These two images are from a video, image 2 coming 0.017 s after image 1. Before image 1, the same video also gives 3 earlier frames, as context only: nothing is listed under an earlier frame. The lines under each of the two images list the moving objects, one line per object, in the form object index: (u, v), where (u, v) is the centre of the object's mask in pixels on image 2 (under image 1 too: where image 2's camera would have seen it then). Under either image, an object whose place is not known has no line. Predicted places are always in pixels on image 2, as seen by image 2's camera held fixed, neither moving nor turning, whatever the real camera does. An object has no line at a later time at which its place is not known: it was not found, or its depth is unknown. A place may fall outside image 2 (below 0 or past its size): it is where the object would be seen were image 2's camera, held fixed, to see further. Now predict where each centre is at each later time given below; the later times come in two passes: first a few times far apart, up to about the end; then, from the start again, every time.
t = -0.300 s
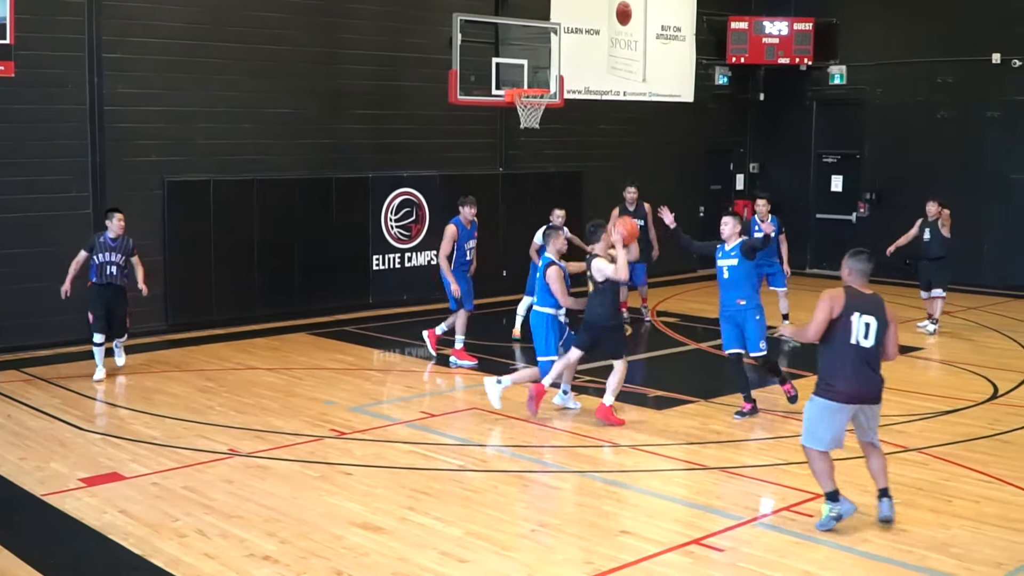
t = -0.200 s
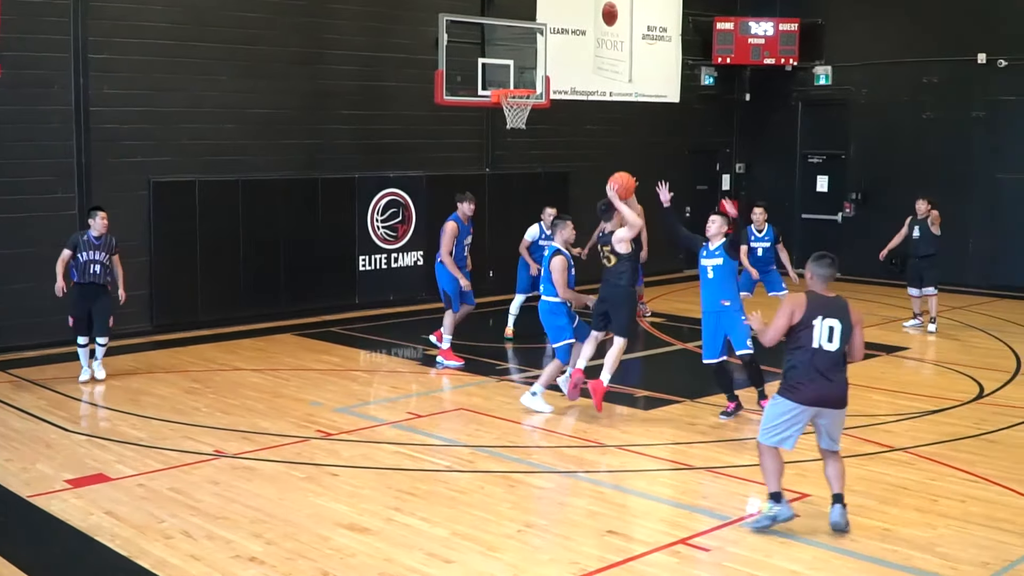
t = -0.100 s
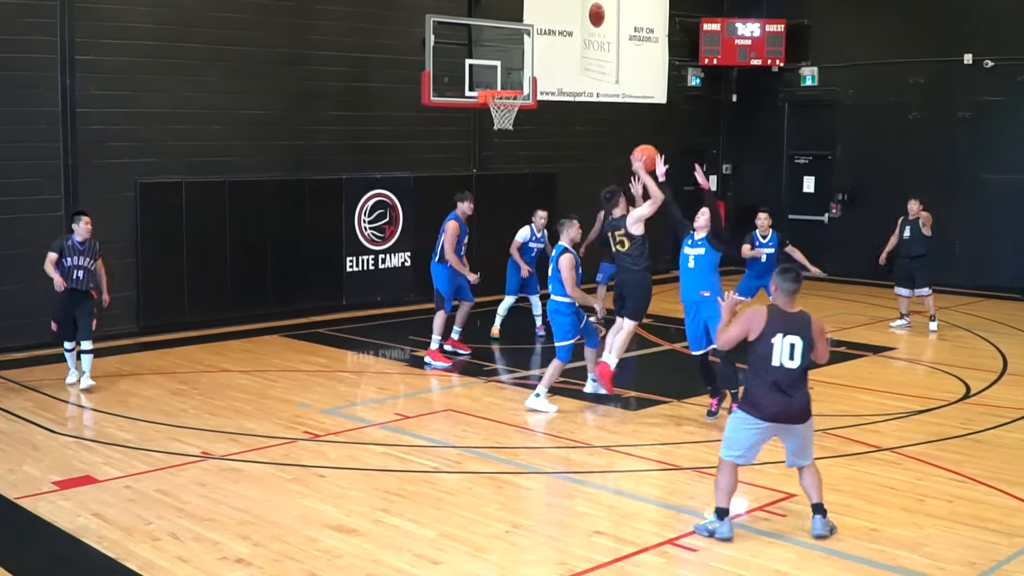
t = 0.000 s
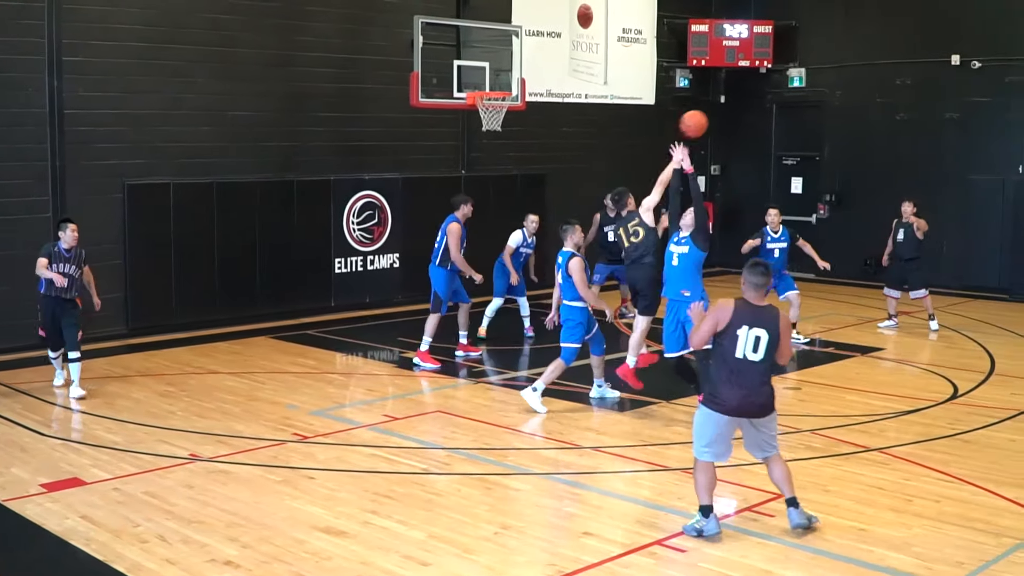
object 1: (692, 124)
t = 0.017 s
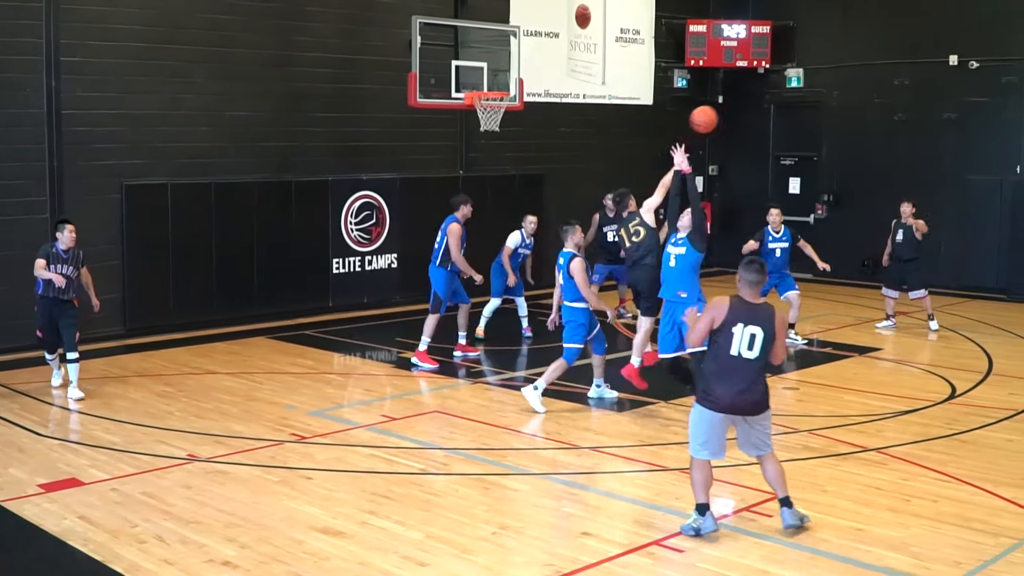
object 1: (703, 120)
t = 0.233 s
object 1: (841, 89)
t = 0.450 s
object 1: (951, 103)
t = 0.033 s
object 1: (715, 115)
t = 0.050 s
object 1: (727, 111)
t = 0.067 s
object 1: (738, 108)
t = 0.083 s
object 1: (749, 105)
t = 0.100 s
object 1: (760, 101)
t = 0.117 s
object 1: (771, 99)
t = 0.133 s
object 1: (781, 97)
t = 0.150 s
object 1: (791, 95)
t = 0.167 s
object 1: (802, 93)
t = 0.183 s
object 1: (812, 91)
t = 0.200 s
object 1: (822, 90)
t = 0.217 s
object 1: (832, 90)
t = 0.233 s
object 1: (841, 89)
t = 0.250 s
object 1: (850, 88)
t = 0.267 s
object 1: (860, 88)
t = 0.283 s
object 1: (869, 88)
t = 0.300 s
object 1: (878, 89)
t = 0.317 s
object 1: (887, 89)
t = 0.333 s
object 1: (896, 90)
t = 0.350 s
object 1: (905, 91)
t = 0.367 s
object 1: (913, 92)
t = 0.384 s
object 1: (921, 94)
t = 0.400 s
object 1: (929, 96)
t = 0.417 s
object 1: (936, 98)
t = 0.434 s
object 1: (944, 100)
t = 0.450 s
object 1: (951, 103)
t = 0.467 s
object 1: (958, 105)
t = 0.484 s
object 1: (965, 108)
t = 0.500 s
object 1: (972, 111)
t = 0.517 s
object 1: (979, 114)
